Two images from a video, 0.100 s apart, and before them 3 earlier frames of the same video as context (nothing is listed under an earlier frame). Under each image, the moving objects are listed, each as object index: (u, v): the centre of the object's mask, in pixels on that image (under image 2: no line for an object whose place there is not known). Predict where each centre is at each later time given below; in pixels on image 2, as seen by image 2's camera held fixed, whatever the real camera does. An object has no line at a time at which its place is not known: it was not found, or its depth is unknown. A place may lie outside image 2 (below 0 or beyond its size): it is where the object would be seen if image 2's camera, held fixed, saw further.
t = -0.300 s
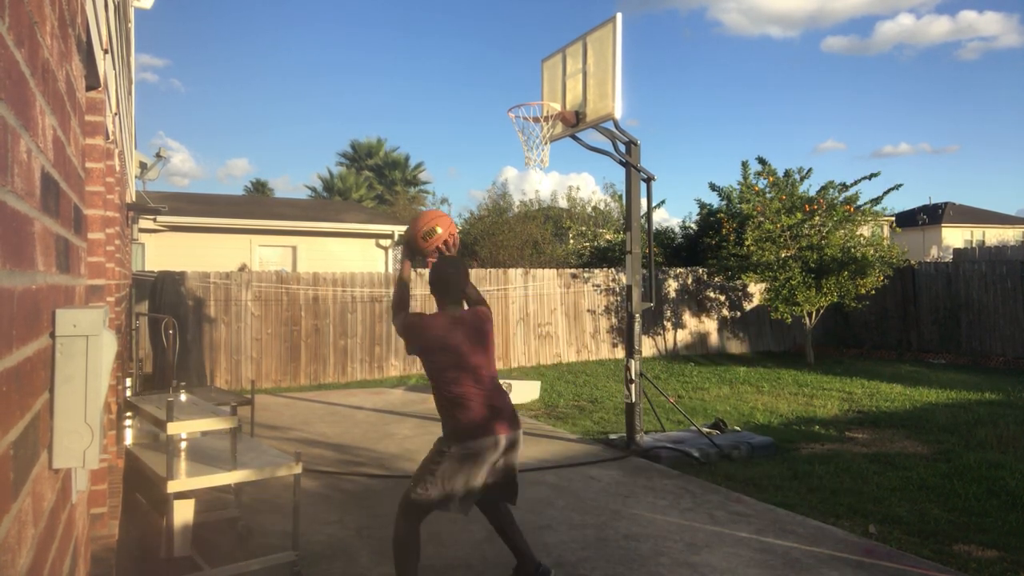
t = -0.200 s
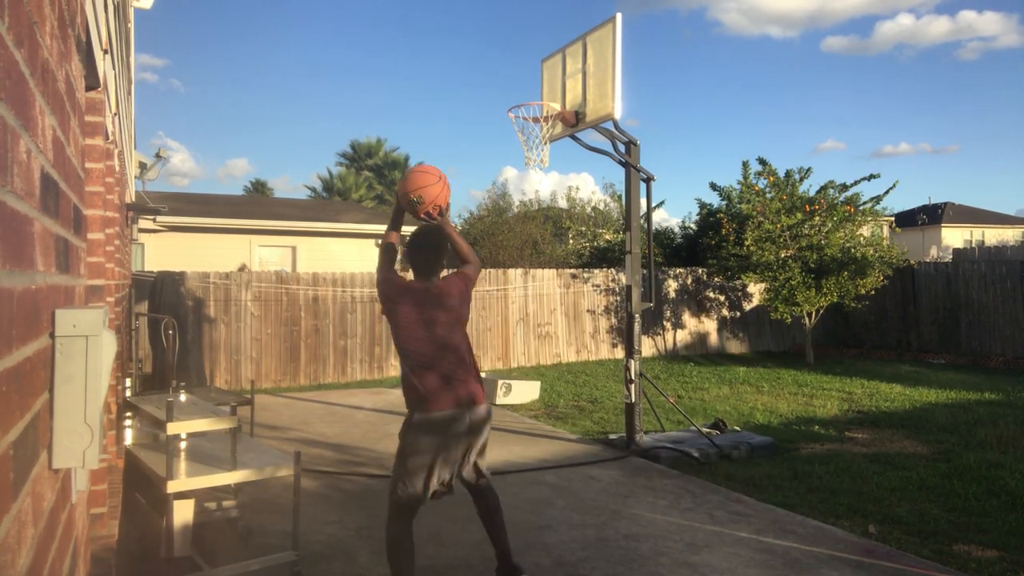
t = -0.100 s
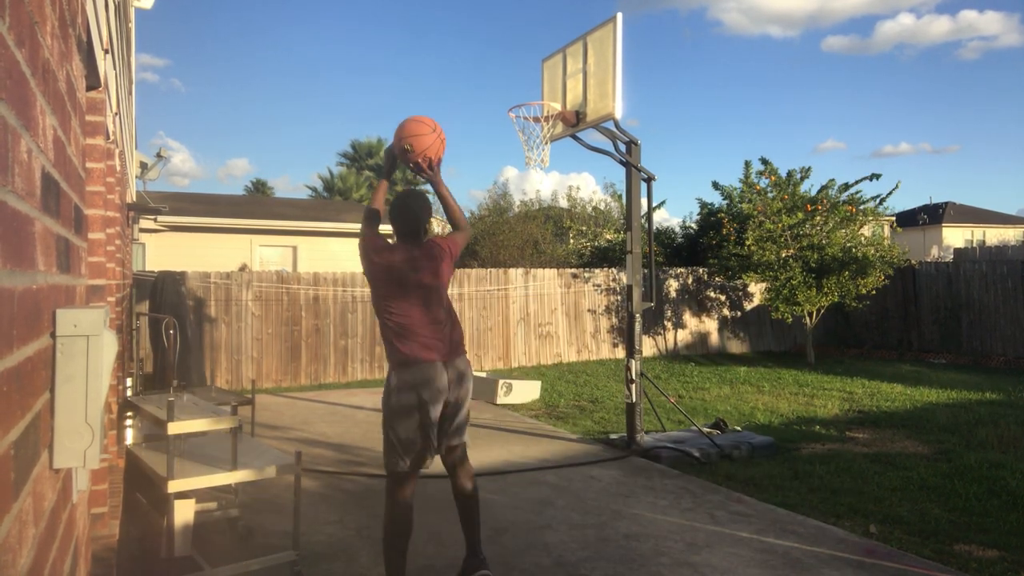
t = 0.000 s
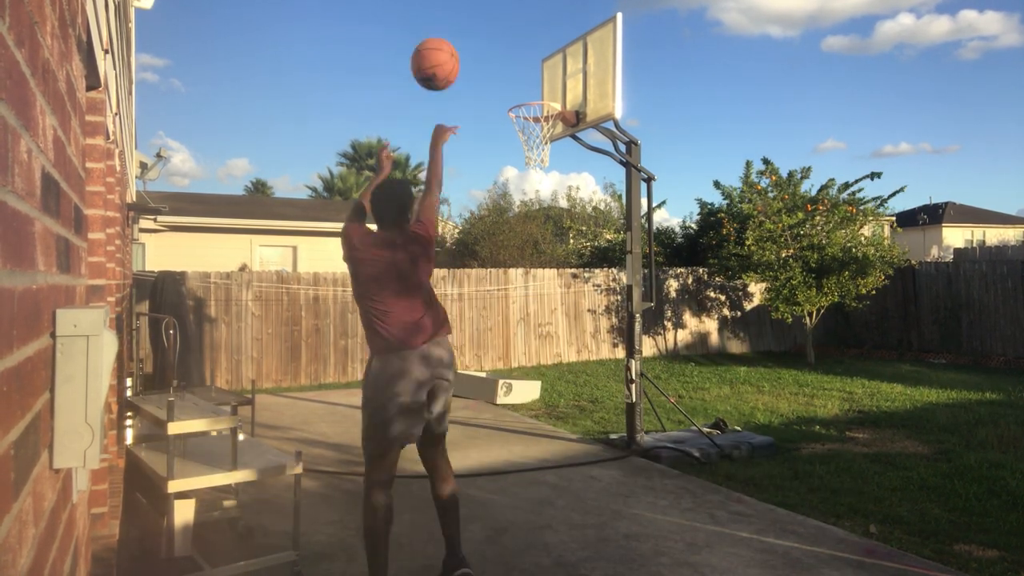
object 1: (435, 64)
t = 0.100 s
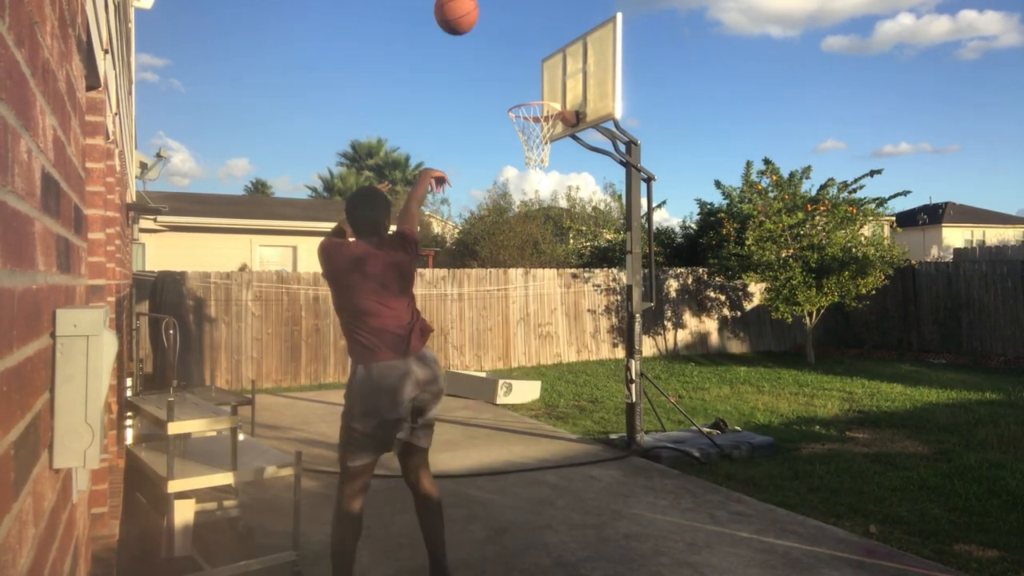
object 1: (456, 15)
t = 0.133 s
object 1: (462, 10)
